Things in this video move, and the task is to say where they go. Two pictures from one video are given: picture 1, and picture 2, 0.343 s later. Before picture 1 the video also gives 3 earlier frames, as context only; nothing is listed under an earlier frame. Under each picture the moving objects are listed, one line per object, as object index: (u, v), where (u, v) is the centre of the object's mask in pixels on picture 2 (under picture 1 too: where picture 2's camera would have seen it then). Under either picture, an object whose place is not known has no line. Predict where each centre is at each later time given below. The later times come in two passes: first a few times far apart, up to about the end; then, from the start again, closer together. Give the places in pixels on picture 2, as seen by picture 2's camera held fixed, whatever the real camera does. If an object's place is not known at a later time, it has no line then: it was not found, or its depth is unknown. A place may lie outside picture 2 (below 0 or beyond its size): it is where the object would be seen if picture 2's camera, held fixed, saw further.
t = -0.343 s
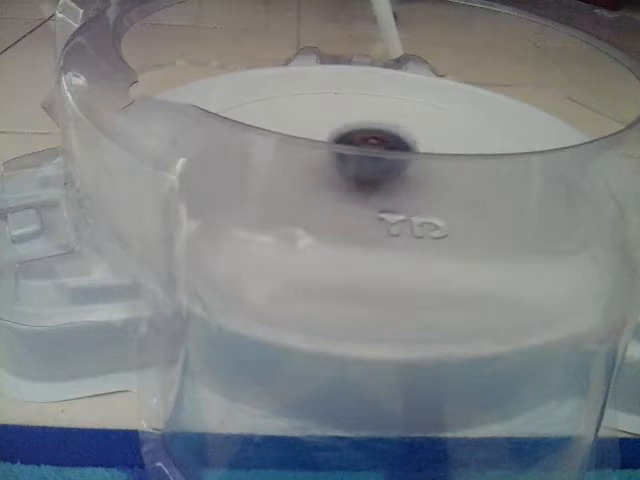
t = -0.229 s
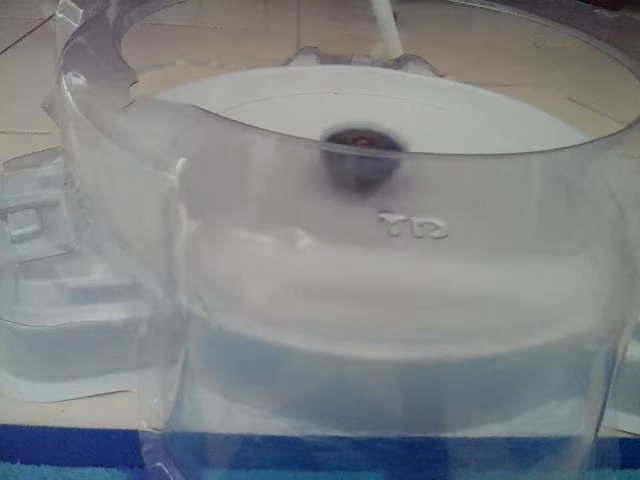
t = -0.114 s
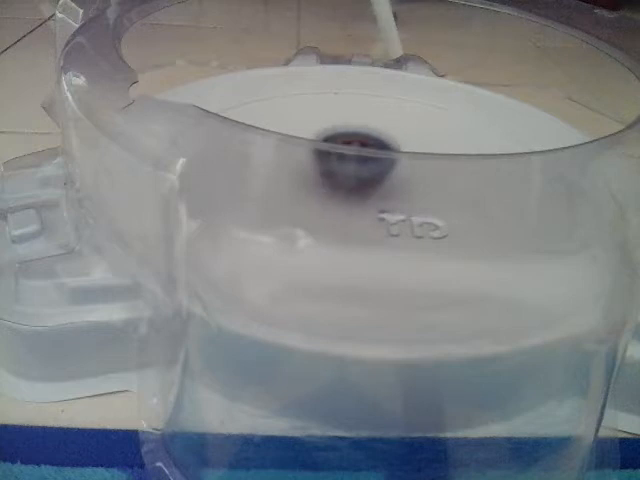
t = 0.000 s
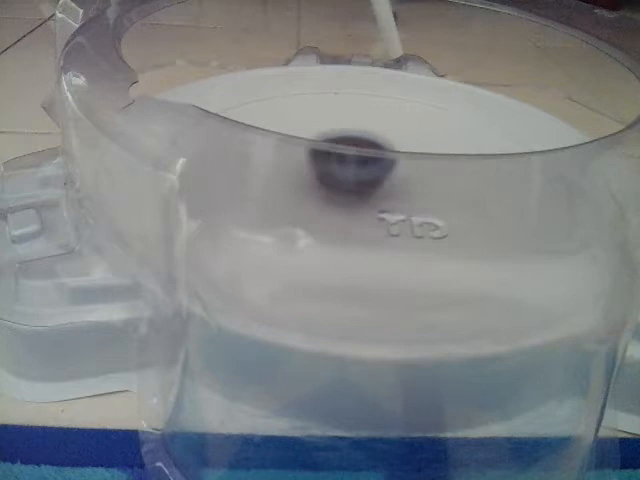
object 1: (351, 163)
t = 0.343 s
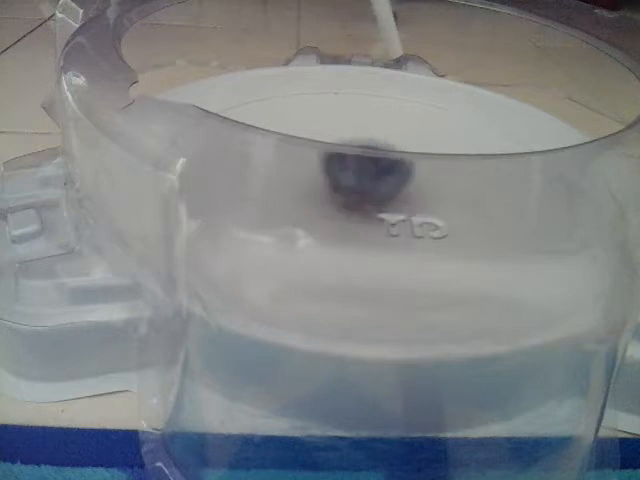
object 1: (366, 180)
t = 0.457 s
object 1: (373, 172)
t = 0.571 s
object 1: (378, 170)
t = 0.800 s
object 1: (375, 159)
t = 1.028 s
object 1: (363, 154)
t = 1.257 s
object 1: (354, 155)
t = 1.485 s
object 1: (352, 159)
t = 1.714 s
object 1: (358, 163)
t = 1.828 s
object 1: (365, 175)
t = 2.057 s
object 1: (377, 167)
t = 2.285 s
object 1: (372, 161)
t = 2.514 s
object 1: (359, 165)
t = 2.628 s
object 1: (356, 164)
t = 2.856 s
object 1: (361, 175)
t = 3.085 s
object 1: (372, 167)
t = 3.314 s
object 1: (373, 162)
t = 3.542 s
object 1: (367, 159)
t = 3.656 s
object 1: (365, 161)
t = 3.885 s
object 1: (360, 158)
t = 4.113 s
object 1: (357, 161)
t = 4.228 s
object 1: (357, 163)
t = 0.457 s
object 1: (373, 172)
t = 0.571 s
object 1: (378, 170)
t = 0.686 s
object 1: (379, 165)
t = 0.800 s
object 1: (375, 159)
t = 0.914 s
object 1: (369, 156)
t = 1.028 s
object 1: (363, 154)
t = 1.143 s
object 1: (358, 154)
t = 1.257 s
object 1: (354, 155)
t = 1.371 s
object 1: (353, 156)
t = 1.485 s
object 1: (352, 159)
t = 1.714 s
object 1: (358, 163)
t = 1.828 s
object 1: (365, 175)
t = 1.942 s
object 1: (372, 168)
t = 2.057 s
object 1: (377, 167)
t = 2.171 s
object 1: (380, 165)
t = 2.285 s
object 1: (372, 161)
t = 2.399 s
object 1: (363, 163)
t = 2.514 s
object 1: (359, 165)
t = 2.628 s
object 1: (356, 164)
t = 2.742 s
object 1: (356, 173)
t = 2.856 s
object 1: (361, 175)
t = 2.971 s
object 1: (368, 169)
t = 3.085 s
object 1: (372, 167)
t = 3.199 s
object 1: (373, 164)
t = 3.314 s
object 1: (373, 162)
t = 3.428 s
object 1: (370, 160)
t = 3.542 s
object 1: (367, 159)
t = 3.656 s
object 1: (365, 161)
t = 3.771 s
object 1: (363, 157)
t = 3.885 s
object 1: (360, 158)
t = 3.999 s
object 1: (357, 159)
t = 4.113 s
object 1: (357, 161)
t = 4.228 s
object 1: (357, 163)
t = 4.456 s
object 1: (362, 164)
